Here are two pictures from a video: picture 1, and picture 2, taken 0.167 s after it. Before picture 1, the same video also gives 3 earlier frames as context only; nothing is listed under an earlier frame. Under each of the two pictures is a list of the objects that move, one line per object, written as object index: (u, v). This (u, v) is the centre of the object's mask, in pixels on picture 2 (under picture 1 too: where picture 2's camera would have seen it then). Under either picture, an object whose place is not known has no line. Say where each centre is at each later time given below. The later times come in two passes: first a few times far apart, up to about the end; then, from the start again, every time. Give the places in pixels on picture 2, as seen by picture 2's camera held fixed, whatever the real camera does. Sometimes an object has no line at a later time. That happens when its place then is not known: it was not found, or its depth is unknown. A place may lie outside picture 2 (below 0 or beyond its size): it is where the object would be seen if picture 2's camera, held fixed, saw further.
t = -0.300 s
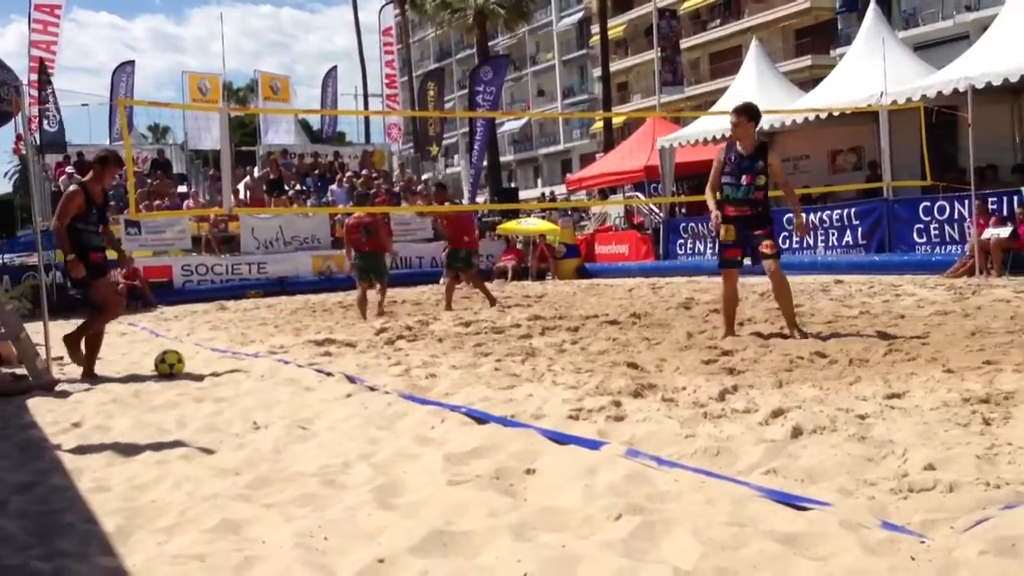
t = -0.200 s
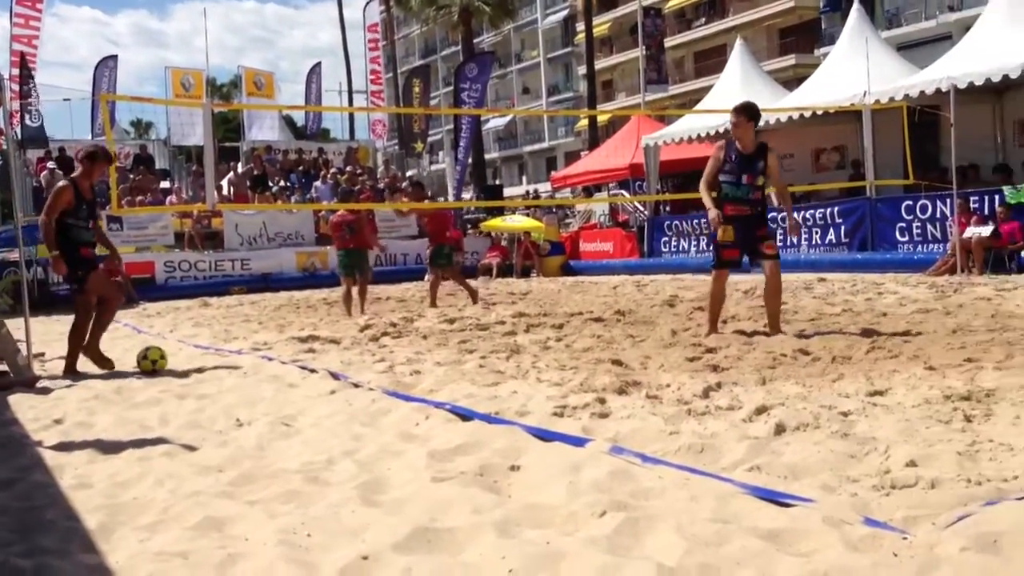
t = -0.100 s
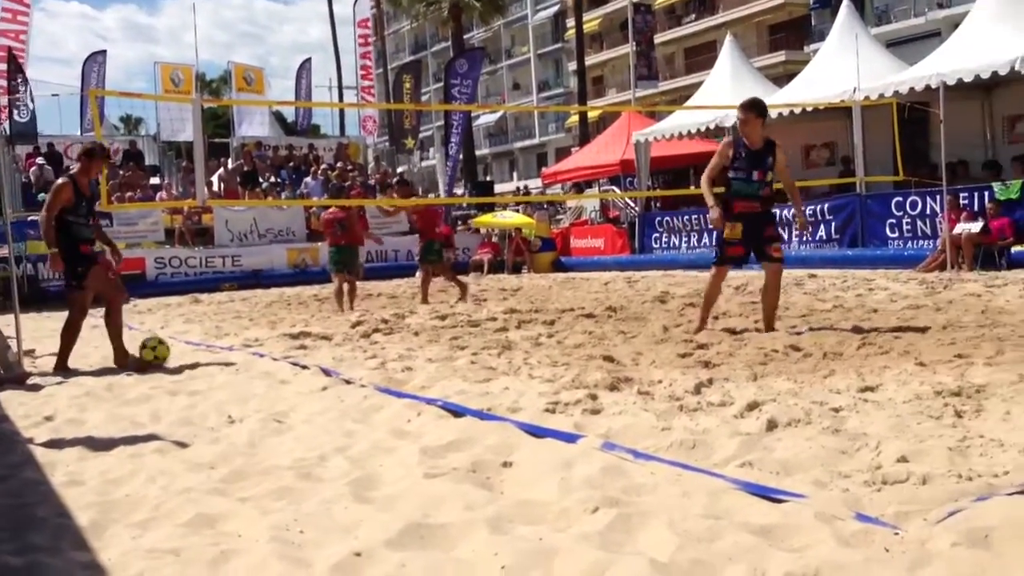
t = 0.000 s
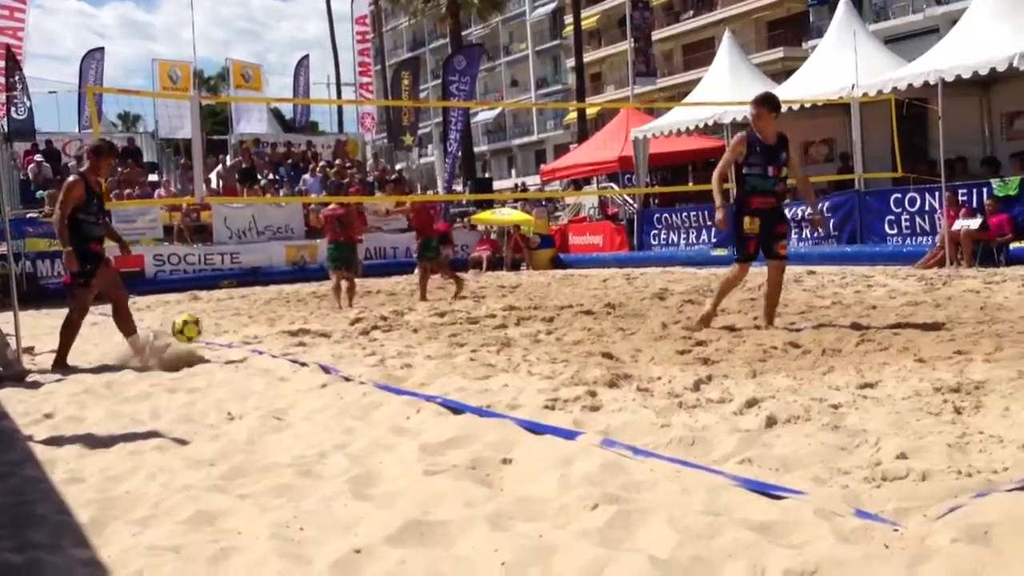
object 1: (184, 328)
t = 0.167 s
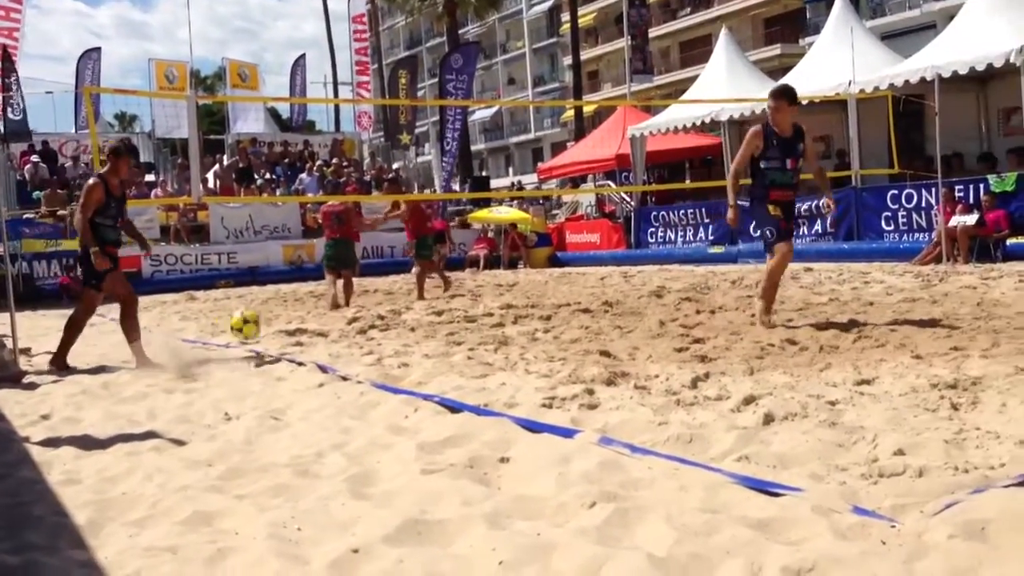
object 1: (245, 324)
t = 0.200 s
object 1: (258, 329)
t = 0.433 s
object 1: (330, 345)
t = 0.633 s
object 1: (363, 344)
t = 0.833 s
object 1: (379, 345)
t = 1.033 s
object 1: (384, 342)
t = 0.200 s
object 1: (258, 329)
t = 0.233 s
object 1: (271, 334)
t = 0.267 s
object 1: (285, 341)
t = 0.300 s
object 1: (298, 347)
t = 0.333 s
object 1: (306, 344)
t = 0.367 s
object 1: (314, 344)
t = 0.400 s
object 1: (322, 345)
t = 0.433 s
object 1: (330, 345)
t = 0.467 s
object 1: (336, 345)
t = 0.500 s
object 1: (342, 344)
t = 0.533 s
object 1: (349, 345)
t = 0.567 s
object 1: (355, 346)
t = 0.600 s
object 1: (360, 346)
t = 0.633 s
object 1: (363, 344)
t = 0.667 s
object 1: (366, 343)
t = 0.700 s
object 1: (369, 343)
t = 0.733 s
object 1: (372, 343)
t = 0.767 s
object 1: (375, 344)
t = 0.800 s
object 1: (378, 346)
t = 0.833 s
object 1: (379, 345)
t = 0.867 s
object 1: (381, 344)
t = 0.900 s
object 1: (383, 343)
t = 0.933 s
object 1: (383, 343)
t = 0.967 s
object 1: (384, 342)
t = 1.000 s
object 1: (384, 342)
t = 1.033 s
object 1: (384, 342)
